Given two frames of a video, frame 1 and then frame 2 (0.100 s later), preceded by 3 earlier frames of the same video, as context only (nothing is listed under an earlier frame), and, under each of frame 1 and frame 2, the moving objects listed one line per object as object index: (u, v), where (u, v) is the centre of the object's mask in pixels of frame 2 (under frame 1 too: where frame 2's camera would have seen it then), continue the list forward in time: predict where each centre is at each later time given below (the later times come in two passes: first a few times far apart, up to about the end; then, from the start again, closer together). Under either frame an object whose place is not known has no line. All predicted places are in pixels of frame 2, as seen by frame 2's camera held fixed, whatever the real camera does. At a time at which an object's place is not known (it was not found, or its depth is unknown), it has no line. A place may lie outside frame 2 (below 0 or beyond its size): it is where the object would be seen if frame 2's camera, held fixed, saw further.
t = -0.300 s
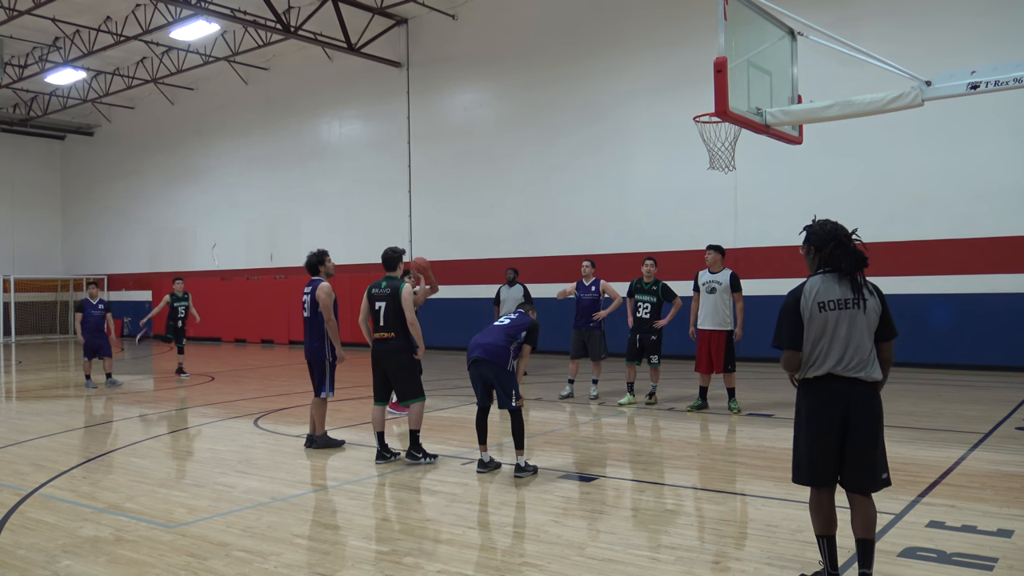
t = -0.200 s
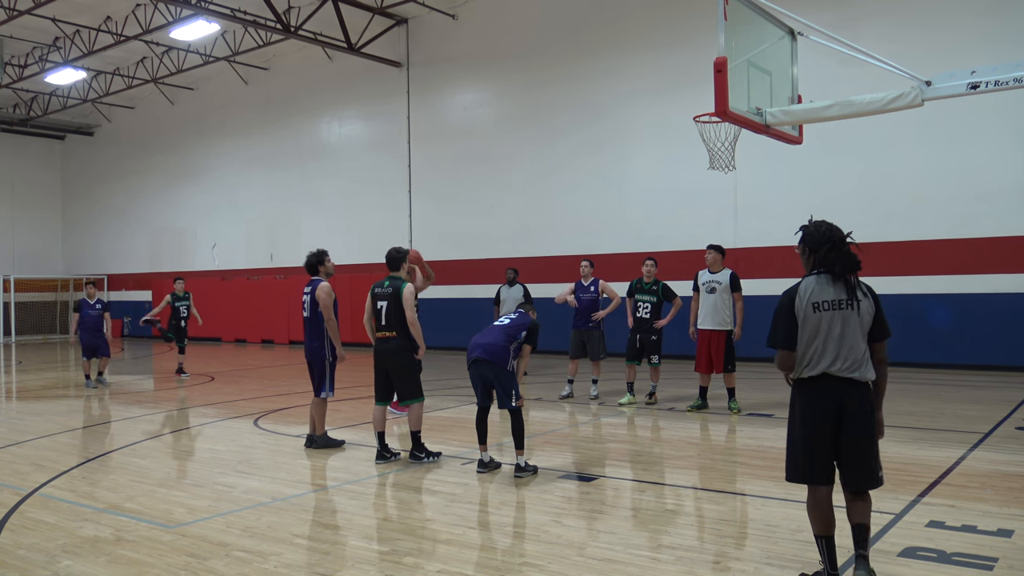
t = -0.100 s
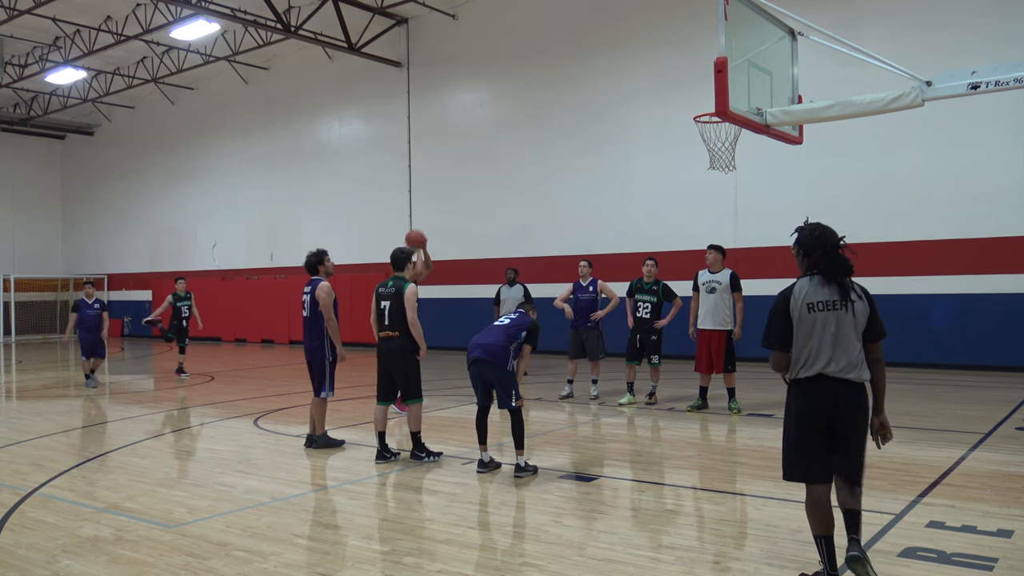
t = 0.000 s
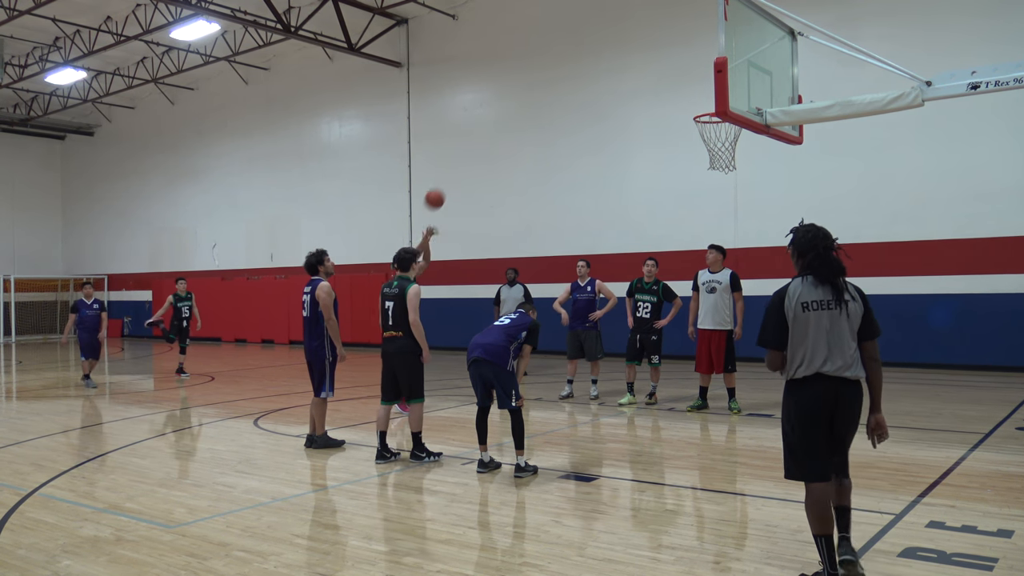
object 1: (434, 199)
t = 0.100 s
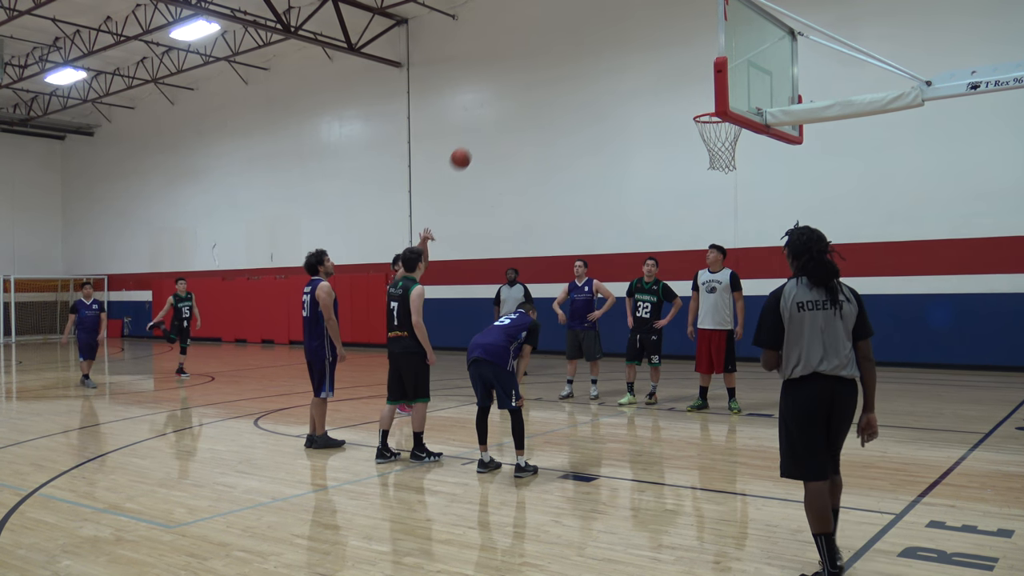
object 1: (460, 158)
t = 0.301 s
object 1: (516, 98)
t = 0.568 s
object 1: (601, 64)
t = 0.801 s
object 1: (686, 89)
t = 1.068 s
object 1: (747, 170)
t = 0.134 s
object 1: (469, 146)
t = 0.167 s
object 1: (479, 135)
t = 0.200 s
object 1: (487, 125)
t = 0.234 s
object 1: (497, 115)
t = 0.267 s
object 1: (507, 106)
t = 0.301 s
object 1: (516, 98)
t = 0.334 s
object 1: (527, 90)
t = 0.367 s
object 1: (536, 84)
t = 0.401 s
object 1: (547, 78)
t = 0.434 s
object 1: (557, 74)
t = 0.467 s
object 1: (567, 70)
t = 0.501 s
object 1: (578, 67)
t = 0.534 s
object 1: (589, 65)
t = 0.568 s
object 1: (601, 64)
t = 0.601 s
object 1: (612, 64)
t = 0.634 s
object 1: (623, 66)
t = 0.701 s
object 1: (648, 72)
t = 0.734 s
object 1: (660, 76)
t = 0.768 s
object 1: (673, 82)
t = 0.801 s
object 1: (686, 89)
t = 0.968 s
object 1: (742, 142)
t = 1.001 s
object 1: (745, 150)
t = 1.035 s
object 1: (745, 159)
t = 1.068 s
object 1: (747, 170)
